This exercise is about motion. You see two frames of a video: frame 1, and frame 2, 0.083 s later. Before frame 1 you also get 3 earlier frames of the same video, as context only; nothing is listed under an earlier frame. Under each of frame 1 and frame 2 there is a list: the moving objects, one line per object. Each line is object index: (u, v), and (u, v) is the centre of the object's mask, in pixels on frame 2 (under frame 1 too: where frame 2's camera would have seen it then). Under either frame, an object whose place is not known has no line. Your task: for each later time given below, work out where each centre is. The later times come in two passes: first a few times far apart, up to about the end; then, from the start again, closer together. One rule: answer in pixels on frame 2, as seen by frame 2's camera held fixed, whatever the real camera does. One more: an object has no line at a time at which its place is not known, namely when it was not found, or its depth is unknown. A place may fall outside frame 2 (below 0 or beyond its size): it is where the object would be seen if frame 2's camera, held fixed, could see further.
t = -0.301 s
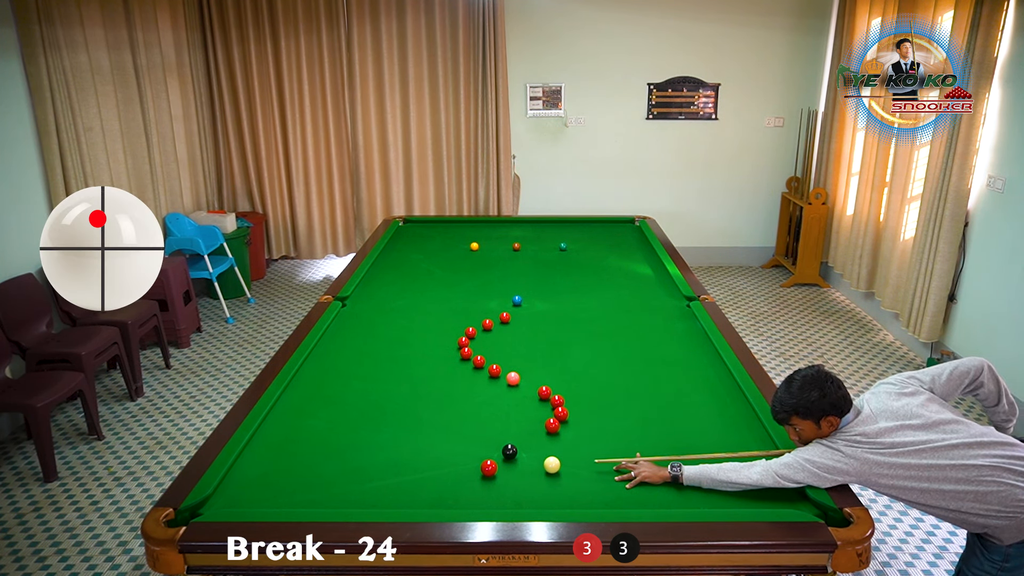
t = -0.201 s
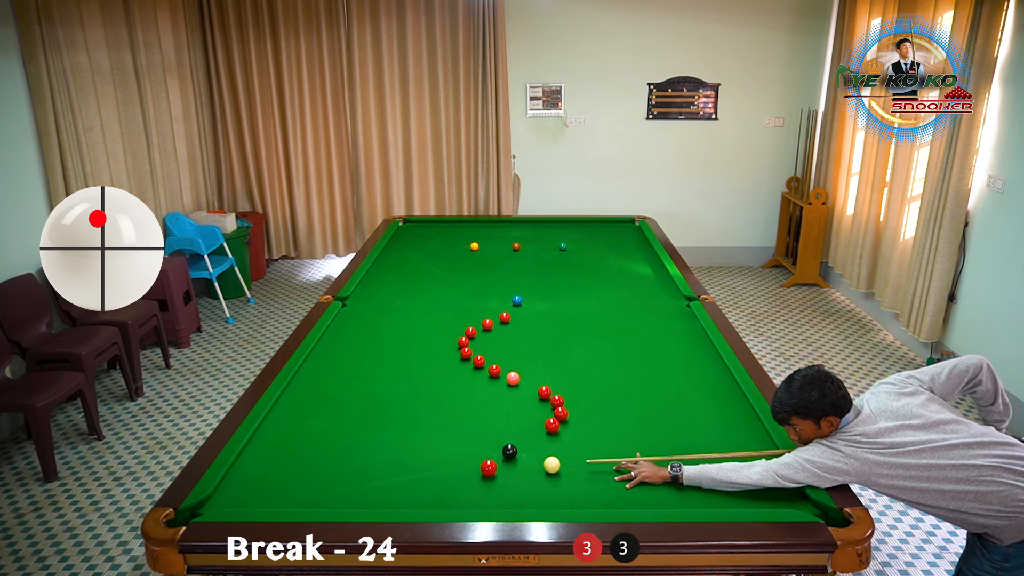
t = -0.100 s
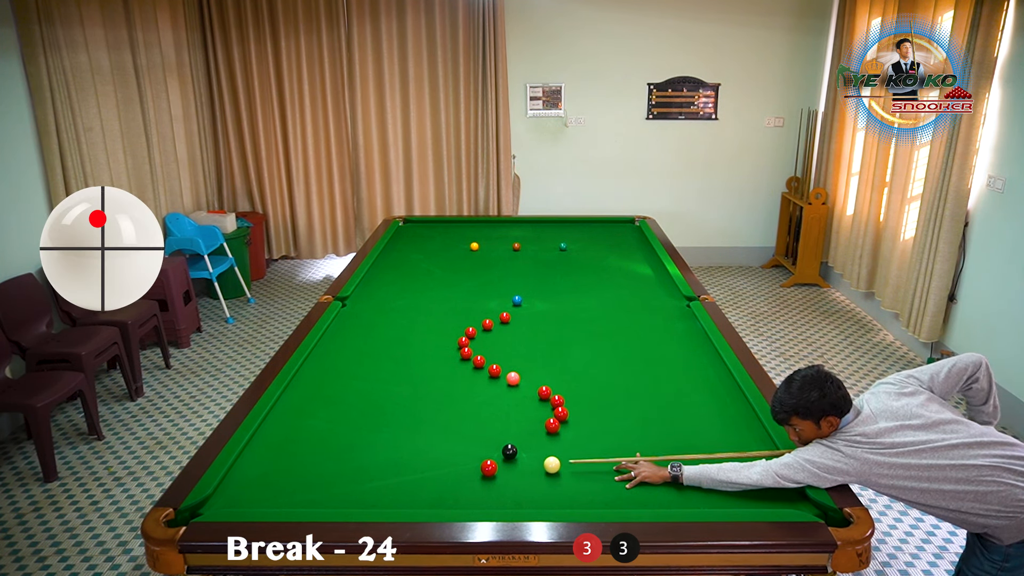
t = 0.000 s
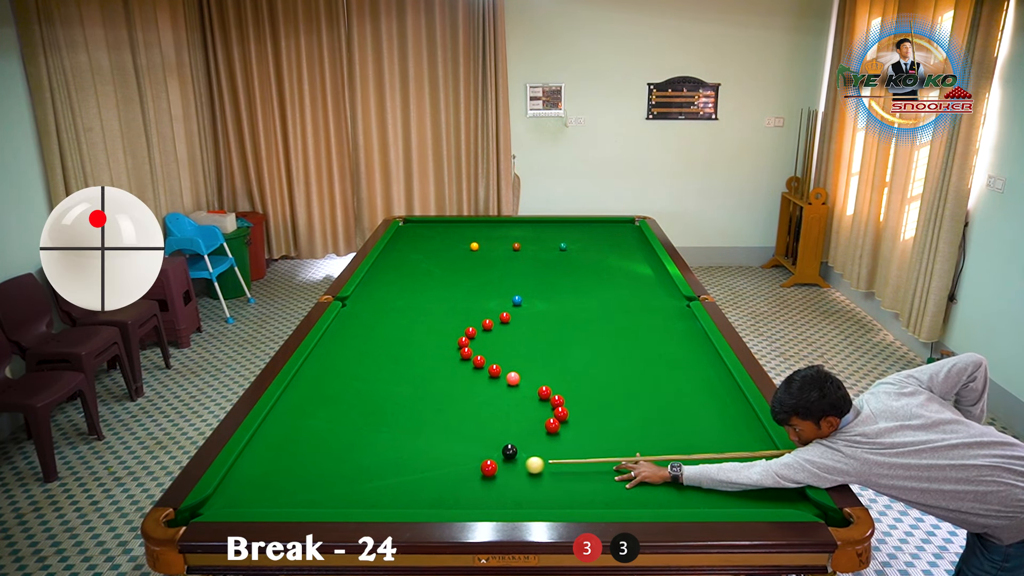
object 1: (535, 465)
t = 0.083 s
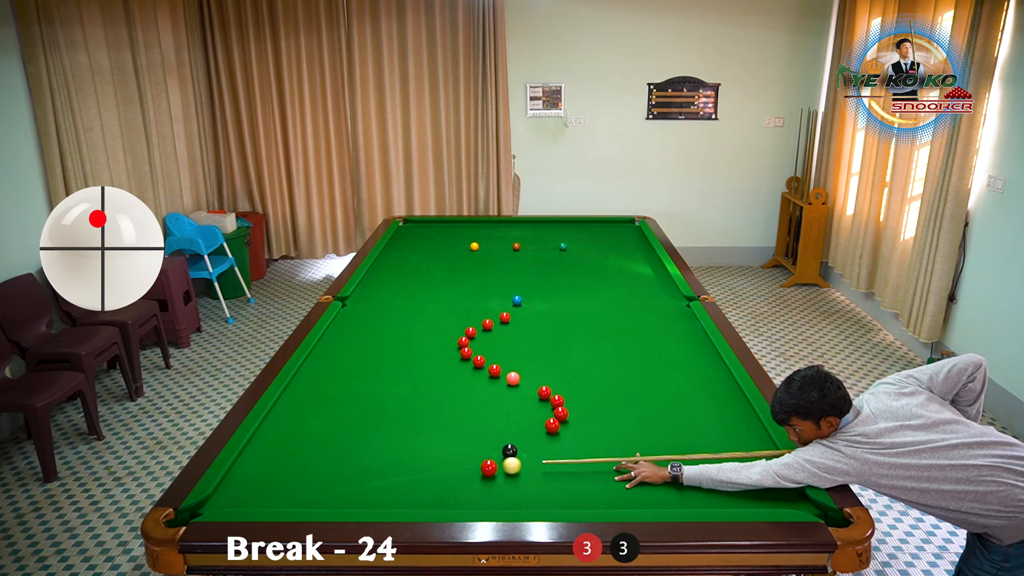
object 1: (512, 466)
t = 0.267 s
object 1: (496, 462)
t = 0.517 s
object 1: (481, 456)
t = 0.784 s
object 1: (466, 451)
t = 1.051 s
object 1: (454, 447)
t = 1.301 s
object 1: (444, 444)
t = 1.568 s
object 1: (435, 441)
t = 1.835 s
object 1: (429, 439)
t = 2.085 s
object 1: (424, 437)
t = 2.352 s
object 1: (421, 436)
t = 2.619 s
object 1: (419, 436)
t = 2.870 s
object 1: (419, 437)
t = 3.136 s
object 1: (419, 434)
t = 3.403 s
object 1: (418, 437)
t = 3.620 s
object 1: (418, 437)
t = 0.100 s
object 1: (507, 466)
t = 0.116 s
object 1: (504, 465)
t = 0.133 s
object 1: (504, 465)
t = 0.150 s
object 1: (503, 465)
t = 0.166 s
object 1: (503, 464)
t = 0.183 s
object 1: (502, 464)
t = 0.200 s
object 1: (501, 463)
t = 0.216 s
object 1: (499, 463)
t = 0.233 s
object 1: (498, 462)
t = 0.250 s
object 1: (497, 462)
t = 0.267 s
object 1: (496, 462)
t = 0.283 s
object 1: (495, 461)
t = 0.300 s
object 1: (494, 461)
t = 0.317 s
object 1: (493, 460)
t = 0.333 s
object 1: (492, 460)
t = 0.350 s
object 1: (491, 460)
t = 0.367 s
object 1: (490, 459)
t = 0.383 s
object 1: (489, 459)
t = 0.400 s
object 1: (488, 458)
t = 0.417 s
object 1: (487, 458)
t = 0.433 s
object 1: (486, 458)
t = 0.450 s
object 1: (485, 457)
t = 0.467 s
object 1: (484, 457)
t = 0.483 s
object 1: (483, 457)
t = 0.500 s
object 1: (482, 456)
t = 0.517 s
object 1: (481, 456)
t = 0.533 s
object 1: (480, 456)
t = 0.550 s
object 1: (479, 455)
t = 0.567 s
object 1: (478, 455)
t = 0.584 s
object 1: (477, 455)
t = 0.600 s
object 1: (476, 454)
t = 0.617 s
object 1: (475, 454)
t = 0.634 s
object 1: (474, 454)
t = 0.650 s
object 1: (473, 453)
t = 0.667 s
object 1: (473, 453)
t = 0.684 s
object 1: (472, 453)
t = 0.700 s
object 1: (471, 453)
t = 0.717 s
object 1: (470, 452)
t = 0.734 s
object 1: (469, 452)
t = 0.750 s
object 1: (468, 452)
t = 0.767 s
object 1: (467, 451)
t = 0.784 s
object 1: (466, 451)
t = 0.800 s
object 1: (465, 451)
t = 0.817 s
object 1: (465, 451)
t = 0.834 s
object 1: (464, 450)
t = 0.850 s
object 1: (463, 450)
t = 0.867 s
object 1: (462, 450)
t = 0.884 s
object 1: (461, 450)
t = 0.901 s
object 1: (461, 449)
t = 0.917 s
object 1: (460, 449)
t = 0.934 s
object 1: (459, 449)
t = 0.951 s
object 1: (458, 448)
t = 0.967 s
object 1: (457, 448)
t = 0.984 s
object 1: (457, 448)
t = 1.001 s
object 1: (456, 448)
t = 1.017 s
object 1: (455, 448)
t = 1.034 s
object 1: (455, 447)
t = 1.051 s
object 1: (454, 447)
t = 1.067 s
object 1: (453, 447)
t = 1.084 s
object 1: (452, 447)
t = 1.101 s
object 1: (452, 446)
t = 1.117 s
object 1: (451, 446)
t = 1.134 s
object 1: (450, 446)
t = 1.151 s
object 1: (450, 446)
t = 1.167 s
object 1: (449, 445)
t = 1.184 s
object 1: (448, 445)
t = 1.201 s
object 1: (448, 445)
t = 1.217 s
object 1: (447, 445)
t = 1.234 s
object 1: (447, 444)
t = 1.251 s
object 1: (446, 444)
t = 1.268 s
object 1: (445, 444)
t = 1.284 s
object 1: (445, 444)
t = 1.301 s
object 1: (444, 444)
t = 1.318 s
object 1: (443, 443)
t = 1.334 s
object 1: (443, 443)
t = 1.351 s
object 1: (442, 443)
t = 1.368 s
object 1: (442, 443)
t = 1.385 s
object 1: (441, 443)
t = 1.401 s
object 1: (441, 443)
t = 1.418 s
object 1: (440, 442)
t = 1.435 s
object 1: (439, 442)
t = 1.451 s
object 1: (439, 442)
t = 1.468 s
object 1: (439, 442)
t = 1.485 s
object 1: (438, 442)
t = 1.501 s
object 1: (437, 441)
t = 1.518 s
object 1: (437, 441)
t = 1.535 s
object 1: (436, 441)
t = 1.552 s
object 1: (436, 441)
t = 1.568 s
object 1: (435, 441)
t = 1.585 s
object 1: (435, 441)
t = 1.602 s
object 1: (435, 440)
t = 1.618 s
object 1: (434, 440)
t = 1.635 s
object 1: (434, 440)
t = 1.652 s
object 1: (433, 440)
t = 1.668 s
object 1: (433, 440)
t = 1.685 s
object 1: (432, 440)
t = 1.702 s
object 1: (432, 440)
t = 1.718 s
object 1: (431, 440)
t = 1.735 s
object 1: (431, 439)
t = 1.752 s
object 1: (431, 439)
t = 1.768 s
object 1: (430, 439)
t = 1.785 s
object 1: (430, 439)
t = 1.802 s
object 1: (429, 439)
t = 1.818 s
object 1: (429, 439)
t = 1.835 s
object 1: (429, 439)
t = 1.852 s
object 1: (428, 438)
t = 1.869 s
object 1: (428, 438)
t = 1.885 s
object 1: (428, 438)
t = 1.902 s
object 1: (427, 438)
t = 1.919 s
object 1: (427, 438)
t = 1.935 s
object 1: (427, 438)
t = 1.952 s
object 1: (426, 438)
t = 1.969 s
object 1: (426, 438)
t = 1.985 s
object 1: (426, 438)
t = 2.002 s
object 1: (425, 438)
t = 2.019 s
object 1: (425, 437)
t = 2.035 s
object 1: (425, 437)
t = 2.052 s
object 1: (425, 437)
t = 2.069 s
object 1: (424, 437)
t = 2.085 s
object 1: (424, 437)
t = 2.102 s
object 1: (424, 437)
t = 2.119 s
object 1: (424, 437)
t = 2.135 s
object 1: (423, 437)
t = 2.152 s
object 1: (423, 437)
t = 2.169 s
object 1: (423, 437)
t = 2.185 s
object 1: (423, 437)
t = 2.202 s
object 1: (422, 437)
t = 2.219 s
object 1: (422, 437)
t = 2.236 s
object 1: (422, 437)
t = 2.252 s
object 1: (422, 437)
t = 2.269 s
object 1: (421, 437)
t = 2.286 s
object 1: (421, 436)
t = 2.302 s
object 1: (421, 436)
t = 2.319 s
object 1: (421, 436)
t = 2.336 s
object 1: (421, 436)
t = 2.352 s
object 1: (421, 436)
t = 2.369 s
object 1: (420, 436)
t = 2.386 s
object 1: (420, 436)
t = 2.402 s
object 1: (420, 436)
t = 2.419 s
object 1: (420, 436)
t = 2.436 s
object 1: (420, 436)
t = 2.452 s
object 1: (420, 436)
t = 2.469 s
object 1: (420, 436)
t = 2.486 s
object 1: (419, 436)
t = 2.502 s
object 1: (419, 436)
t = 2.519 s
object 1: (419, 436)
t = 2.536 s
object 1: (419, 436)
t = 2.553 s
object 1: (419, 436)
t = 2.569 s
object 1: (419, 436)
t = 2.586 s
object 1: (419, 436)
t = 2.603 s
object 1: (419, 436)
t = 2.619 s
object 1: (419, 436)
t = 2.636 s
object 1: (419, 436)
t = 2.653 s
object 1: (419, 436)
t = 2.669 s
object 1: (419, 436)
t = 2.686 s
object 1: (419, 436)
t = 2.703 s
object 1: (418, 437)
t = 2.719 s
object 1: (418, 436)
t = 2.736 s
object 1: (419, 437)
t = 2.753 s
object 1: (418, 437)
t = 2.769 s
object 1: (418, 437)
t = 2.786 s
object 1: (418, 437)
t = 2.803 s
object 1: (418, 437)
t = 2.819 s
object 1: (418, 437)
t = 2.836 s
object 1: (418, 437)
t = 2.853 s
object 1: (418, 437)
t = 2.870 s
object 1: (419, 437)
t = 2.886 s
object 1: (418, 437)
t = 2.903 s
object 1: (418, 437)
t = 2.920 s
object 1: (418, 437)
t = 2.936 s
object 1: (418, 437)
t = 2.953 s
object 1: (418, 437)
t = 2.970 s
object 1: (418, 437)
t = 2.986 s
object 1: (415, 439)
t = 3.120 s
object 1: (422, 433)
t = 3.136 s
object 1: (419, 434)
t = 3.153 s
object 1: (418, 434)
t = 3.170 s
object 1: (419, 434)
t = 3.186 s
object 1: (419, 434)
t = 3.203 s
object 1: (419, 436)
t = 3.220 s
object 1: (418, 437)
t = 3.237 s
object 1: (418, 437)
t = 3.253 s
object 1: (418, 437)
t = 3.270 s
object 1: (418, 437)
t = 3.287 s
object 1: (418, 437)
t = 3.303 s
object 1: (419, 437)
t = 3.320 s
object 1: (418, 437)
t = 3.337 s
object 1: (418, 437)
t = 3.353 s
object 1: (418, 437)
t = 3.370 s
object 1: (418, 437)
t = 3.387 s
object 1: (418, 437)
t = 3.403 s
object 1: (418, 437)
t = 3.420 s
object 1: (418, 437)
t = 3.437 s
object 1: (418, 437)
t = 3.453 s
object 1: (418, 437)
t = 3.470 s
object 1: (418, 437)
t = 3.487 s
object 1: (418, 437)
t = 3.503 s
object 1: (418, 437)
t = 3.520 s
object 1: (418, 437)
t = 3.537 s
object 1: (418, 437)
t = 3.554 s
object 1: (418, 437)
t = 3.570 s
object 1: (418, 437)
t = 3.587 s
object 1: (418, 437)
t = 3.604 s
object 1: (418, 437)
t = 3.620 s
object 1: (418, 437)
